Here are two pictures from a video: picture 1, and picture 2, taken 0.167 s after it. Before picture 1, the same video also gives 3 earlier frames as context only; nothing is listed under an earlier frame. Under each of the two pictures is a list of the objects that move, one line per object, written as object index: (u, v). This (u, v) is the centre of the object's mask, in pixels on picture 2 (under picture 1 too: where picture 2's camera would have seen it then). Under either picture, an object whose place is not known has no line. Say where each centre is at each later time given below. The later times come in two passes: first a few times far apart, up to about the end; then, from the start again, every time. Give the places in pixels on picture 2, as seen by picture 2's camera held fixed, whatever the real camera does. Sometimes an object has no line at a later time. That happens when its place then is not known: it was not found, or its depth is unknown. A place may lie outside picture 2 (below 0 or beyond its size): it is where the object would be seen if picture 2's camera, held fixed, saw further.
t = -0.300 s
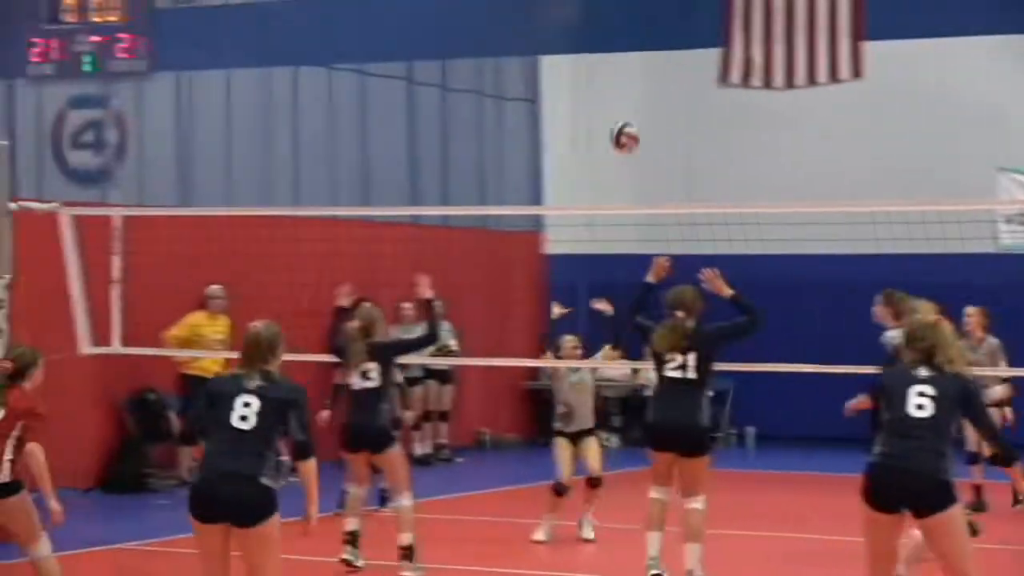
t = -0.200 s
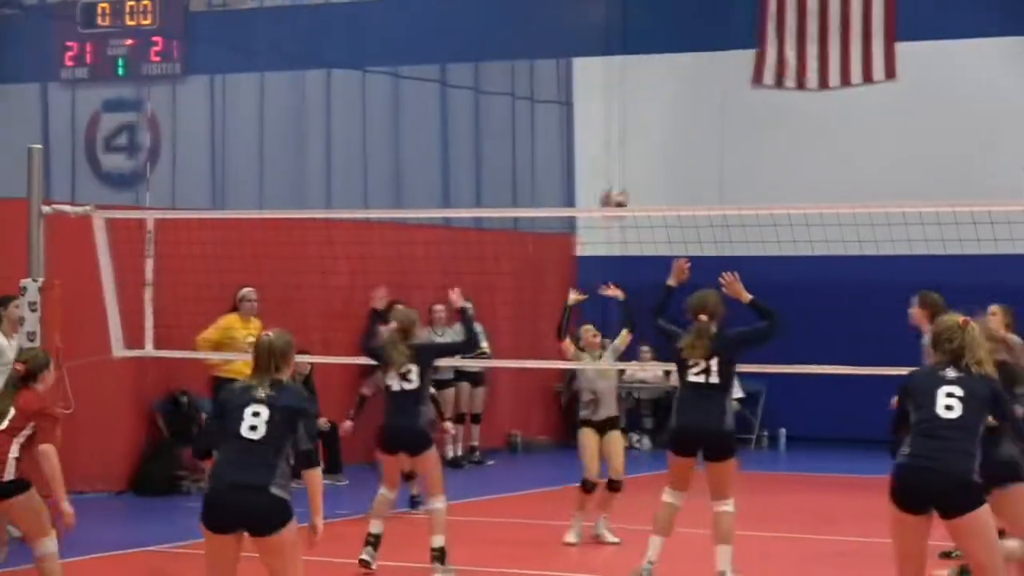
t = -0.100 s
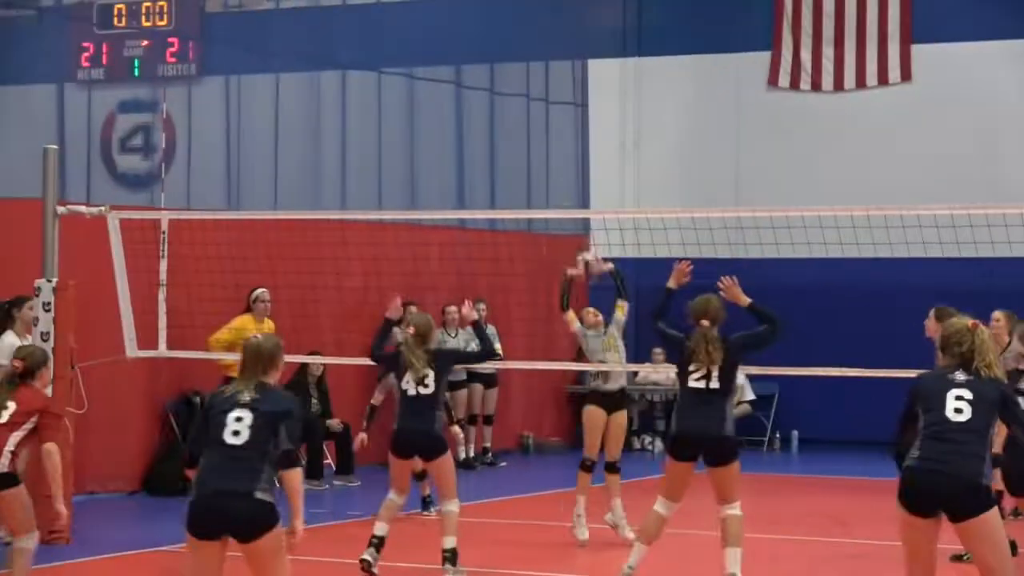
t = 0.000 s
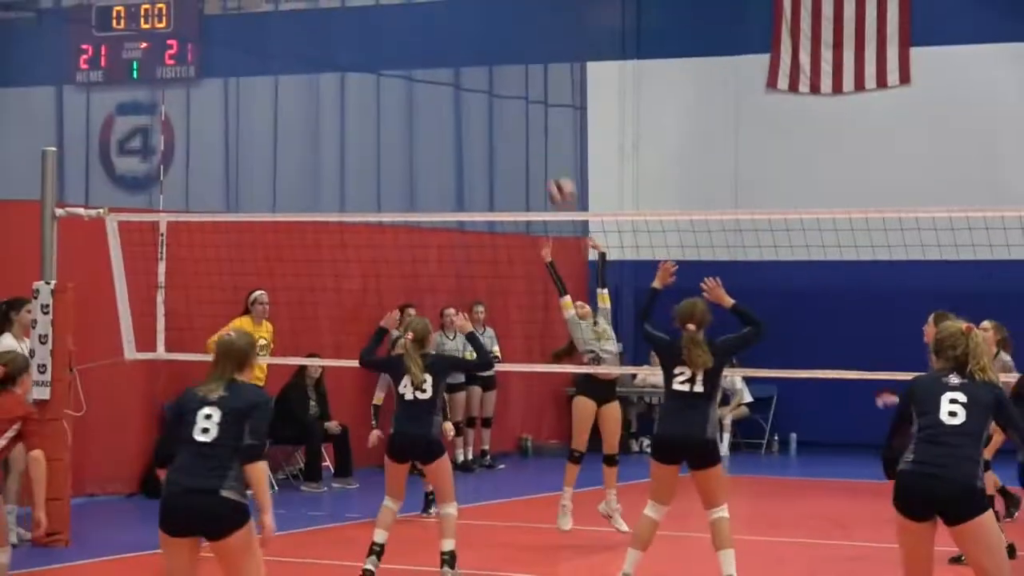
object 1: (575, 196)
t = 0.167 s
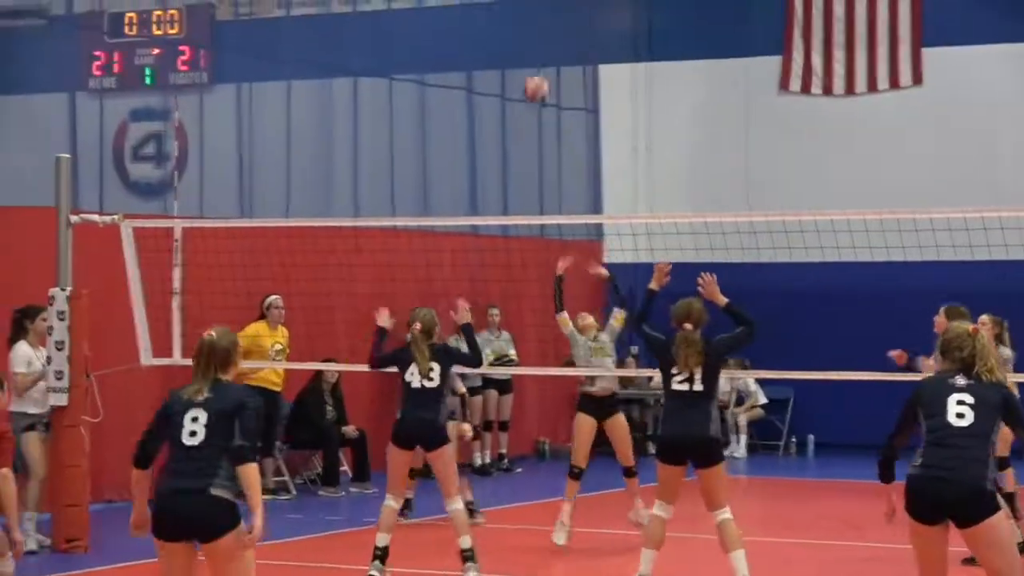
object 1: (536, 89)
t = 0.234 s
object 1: (522, 59)
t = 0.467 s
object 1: (472, 5)
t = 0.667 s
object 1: (432, 13)
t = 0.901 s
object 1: (386, 89)
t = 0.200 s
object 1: (529, 72)
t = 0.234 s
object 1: (522, 59)
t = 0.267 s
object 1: (514, 46)
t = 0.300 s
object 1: (507, 35)
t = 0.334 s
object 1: (500, 26)
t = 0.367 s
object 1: (493, 17)
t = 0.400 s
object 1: (486, 11)
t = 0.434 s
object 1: (479, 8)
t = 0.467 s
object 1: (472, 5)
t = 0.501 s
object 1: (465, 4)
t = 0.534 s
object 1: (458, 4)
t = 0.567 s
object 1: (451, 3)
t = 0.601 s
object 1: (445, 4)
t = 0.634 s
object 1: (439, 8)
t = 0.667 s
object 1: (432, 13)
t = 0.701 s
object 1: (425, 19)
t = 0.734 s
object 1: (419, 27)
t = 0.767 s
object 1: (413, 37)
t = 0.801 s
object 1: (406, 48)
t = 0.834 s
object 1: (400, 61)
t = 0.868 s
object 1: (393, 75)
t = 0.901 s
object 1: (386, 89)
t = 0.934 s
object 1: (380, 106)
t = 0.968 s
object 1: (374, 122)
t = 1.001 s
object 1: (369, 141)
